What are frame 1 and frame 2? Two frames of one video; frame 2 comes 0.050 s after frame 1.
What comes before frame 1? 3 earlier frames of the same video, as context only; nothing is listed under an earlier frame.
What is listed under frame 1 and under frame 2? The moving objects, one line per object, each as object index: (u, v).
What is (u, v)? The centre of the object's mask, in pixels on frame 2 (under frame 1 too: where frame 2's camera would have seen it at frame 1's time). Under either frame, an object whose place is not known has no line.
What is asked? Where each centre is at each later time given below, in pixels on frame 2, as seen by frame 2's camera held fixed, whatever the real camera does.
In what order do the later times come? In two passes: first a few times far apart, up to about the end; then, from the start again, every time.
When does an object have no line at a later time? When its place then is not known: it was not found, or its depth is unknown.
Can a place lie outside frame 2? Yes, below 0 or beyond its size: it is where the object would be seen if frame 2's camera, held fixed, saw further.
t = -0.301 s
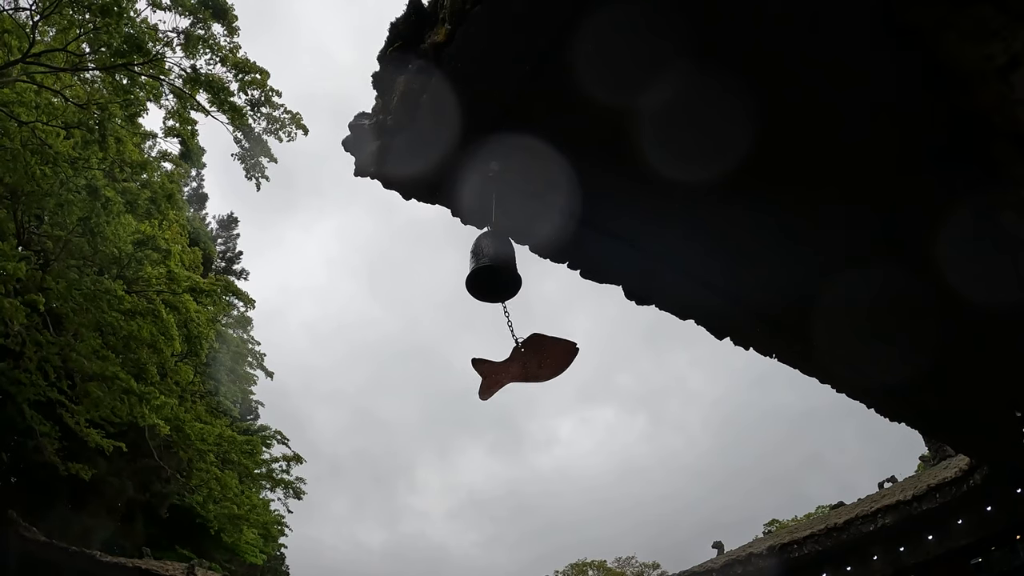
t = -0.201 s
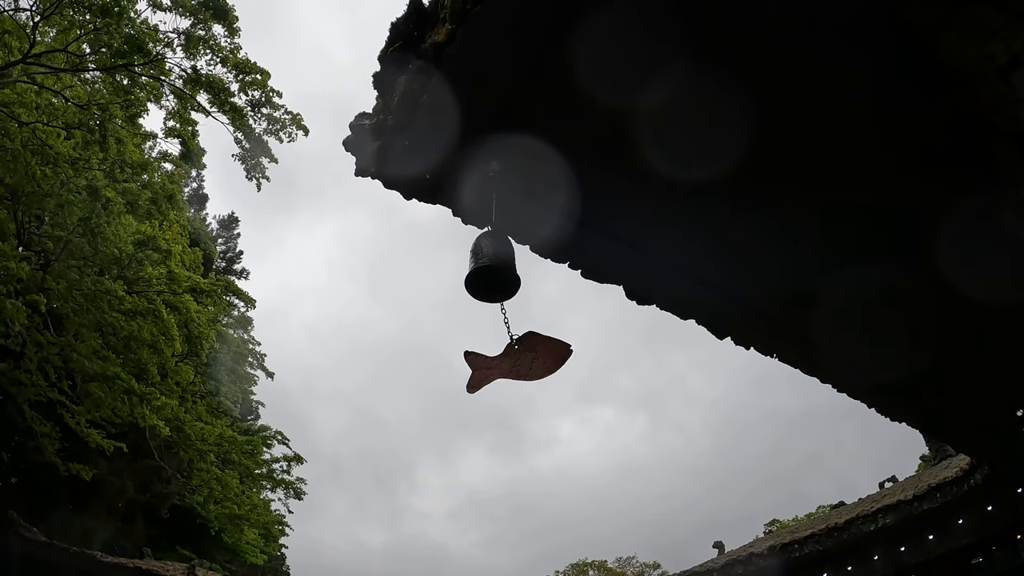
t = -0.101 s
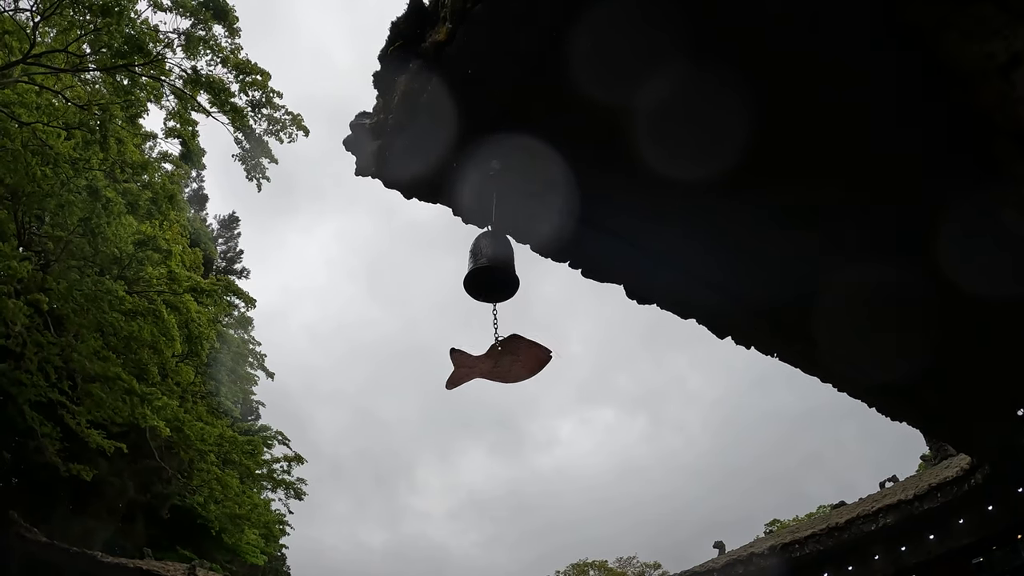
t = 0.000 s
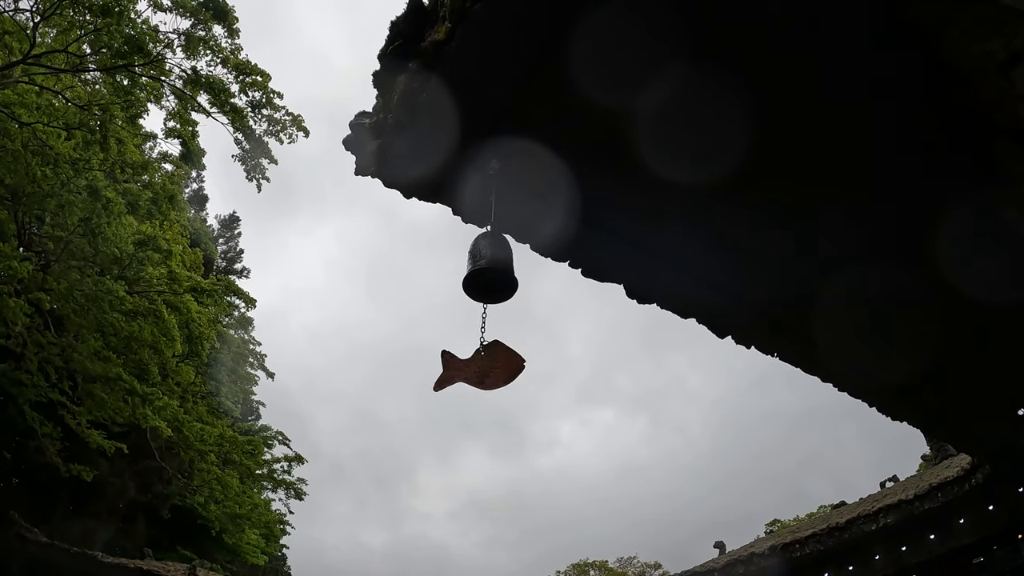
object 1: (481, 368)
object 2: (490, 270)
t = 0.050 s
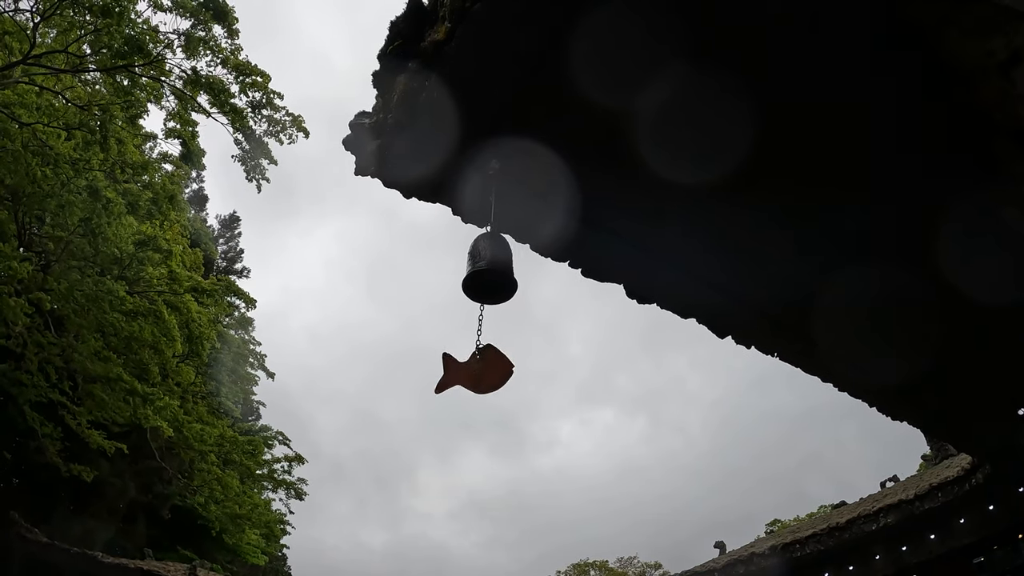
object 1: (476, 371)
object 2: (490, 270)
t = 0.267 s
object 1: (495, 380)
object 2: (490, 272)
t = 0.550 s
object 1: (533, 352)
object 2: (494, 270)
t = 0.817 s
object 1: (508, 339)
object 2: (496, 265)
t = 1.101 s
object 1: (508, 375)
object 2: (490, 268)
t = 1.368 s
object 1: (499, 381)
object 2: (490, 275)
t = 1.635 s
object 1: (500, 362)
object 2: (494, 270)
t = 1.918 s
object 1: (511, 347)
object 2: (495, 261)
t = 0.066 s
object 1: (476, 372)
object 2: (489, 271)
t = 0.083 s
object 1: (475, 373)
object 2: (489, 271)
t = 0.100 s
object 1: (475, 374)
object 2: (489, 271)
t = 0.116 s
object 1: (476, 375)
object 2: (489, 271)
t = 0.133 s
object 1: (476, 376)
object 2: (489, 271)
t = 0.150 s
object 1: (478, 377)
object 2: (489, 272)
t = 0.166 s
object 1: (479, 378)
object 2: (490, 272)
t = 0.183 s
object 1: (481, 378)
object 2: (490, 272)
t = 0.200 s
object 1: (483, 379)
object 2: (490, 272)
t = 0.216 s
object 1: (486, 379)
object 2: (490, 272)
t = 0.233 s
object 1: (489, 380)
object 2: (490, 272)
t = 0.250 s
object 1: (492, 380)
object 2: (490, 272)
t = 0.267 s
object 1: (495, 380)
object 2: (490, 272)
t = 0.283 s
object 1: (498, 379)
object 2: (490, 272)
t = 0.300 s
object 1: (502, 379)
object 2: (490, 272)
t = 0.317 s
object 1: (506, 378)
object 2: (490, 272)
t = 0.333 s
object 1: (509, 377)
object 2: (490, 272)
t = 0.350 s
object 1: (513, 376)
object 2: (490, 272)
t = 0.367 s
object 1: (517, 374)
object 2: (490, 272)
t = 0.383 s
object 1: (521, 373)
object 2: (490, 272)
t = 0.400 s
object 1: (524, 371)
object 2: (491, 272)
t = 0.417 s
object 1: (527, 369)
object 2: (491, 272)
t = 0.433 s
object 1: (529, 366)
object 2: (491, 272)
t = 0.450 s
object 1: (531, 364)
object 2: (492, 272)
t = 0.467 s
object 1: (533, 362)
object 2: (492, 271)
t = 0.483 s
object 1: (534, 360)
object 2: (493, 271)
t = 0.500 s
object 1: (535, 357)
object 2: (493, 271)
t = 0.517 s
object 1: (535, 355)
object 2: (493, 271)
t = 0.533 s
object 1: (534, 353)
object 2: (494, 271)
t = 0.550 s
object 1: (533, 352)
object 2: (494, 270)
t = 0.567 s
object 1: (532, 350)
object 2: (494, 270)
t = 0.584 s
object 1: (530, 348)
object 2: (495, 270)
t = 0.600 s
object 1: (529, 346)
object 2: (495, 269)
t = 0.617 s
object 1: (527, 344)
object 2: (495, 269)
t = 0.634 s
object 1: (525, 342)
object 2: (496, 269)
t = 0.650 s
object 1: (523, 341)
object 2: (496, 268)
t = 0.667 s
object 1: (521, 339)
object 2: (496, 268)
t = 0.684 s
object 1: (519, 338)
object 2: (496, 268)
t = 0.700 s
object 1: (517, 337)
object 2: (496, 267)
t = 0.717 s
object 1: (515, 336)
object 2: (496, 267)
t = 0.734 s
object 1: (514, 336)
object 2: (496, 267)
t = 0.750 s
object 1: (512, 336)
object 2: (496, 266)
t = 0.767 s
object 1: (511, 336)
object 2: (496, 266)
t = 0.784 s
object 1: (510, 336)
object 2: (496, 266)
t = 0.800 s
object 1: (509, 338)
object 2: (496, 265)
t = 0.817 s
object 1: (508, 339)
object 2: (496, 265)
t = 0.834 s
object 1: (508, 341)
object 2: (496, 265)
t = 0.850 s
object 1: (508, 343)
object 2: (496, 265)
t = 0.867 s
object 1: (508, 345)
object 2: (496, 265)
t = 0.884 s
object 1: (509, 348)
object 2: (495, 264)
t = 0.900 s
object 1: (509, 351)
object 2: (495, 264)
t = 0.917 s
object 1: (509, 353)
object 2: (495, 264)
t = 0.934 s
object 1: (509, 356)
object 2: (494, 265)
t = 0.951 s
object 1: (509, 359)
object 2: (494, 265)
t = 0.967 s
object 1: (510, 361)
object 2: (493, 265)
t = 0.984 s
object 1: (510, 364)
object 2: (493, 265)
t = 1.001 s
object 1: (510, 366)
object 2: (492, 265)
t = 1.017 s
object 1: (509, 368)
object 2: (492, 266)
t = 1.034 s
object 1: (509, 370)
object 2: (491, 266)
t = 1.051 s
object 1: (509, 371)
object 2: (491, 266)
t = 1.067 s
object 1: (509, 372)
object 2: (490, 267)
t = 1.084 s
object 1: (508, 374)
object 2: (490, 267)
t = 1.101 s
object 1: (508, 375)
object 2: (490, 268)
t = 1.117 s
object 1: (507, 376)
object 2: (489, 268)
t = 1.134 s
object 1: (507, 377)
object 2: (489, 269)
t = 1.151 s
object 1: (507, 378)
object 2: (489, 270)
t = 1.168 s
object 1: (506, 378)
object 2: (489, 270)
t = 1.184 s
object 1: (506, 379)
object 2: (489, 271)
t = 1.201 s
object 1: (505, 380)
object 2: (489, 271)
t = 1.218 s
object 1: (505, 380)
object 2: (489, 272)
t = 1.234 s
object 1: (504, 380)
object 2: (489, 272)
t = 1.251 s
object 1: (504, 381)
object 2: (489, 273)
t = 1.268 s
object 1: (503, 381)
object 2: (489, 273)
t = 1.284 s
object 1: (502, 381)
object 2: (489, 274)
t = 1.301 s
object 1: (502, 381)
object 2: (489, 274)
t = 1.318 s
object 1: (501, 381)
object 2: (490, 274)
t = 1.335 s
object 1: (500, 381)
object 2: (490, 274)
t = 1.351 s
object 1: (499, 381)
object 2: (490, 275)
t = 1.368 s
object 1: (499, 381)
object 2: (490, 275)
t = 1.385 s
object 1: (498, 380)
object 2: (490, 275)
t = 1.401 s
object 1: (498, 380)
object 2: (490, 275)
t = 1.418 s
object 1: (497, 379)
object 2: (490, 275)
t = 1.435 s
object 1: (497, 378)
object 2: (490, 275)
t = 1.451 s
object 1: (496, 377)
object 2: (491, 275)
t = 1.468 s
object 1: (496, 376)
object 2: (491, 275)
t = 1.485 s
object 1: (496, 375)
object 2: (491, 275)
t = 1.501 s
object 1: (496, 374)
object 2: (491, 274)
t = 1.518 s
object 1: (496, 372)
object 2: (492, 274)
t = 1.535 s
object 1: (496, 371)
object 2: (492, 274)
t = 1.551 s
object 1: (496, 369)
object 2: (492, 273)
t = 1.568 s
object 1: (496, 368)
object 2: (492, 273)
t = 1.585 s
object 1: (497, 366)
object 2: (493, 272)
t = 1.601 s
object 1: (498, 365)
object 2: (493, 272)
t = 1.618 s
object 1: (499, 363)
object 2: (493, 271)
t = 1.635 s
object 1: (500, 362)
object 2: (494, 270)
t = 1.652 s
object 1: (501, 360)
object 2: (494, 270)
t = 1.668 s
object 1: (502, 358)
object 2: (494, 269)
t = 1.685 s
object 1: (503, 357)
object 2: (494, 268)
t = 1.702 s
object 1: (504, 355)
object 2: (495, 268)
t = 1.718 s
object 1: (505, 354)
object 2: (495, 267)
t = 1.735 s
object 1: (506, 352)
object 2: (495, 266)
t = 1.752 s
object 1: (507, 351)
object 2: (495, 266)
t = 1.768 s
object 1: (507, 350)
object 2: (495, 265)
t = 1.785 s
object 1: (508, 349)
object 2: (495, 264)
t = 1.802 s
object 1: (508, 348)
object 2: (495, 264)
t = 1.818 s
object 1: (509, 347)
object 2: (496, 263)
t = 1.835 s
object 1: (509, 347)
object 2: (496, 263)
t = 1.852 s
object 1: (510, 346)
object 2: (496, 263)
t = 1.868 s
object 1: (510, 346)
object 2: (496, 262)
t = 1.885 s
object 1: (511, 346)
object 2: (495, 262)
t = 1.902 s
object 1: (511, 347)
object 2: (495, 262)
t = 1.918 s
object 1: (511, 347)
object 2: (495, 261)
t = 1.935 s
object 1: (512, 348)
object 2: (495, 260)
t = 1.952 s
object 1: (512, 348)
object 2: (495, 261)
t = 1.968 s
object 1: (512, 349)
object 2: (495, 260)
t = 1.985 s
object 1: (512, 350)
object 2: (495, 260)
